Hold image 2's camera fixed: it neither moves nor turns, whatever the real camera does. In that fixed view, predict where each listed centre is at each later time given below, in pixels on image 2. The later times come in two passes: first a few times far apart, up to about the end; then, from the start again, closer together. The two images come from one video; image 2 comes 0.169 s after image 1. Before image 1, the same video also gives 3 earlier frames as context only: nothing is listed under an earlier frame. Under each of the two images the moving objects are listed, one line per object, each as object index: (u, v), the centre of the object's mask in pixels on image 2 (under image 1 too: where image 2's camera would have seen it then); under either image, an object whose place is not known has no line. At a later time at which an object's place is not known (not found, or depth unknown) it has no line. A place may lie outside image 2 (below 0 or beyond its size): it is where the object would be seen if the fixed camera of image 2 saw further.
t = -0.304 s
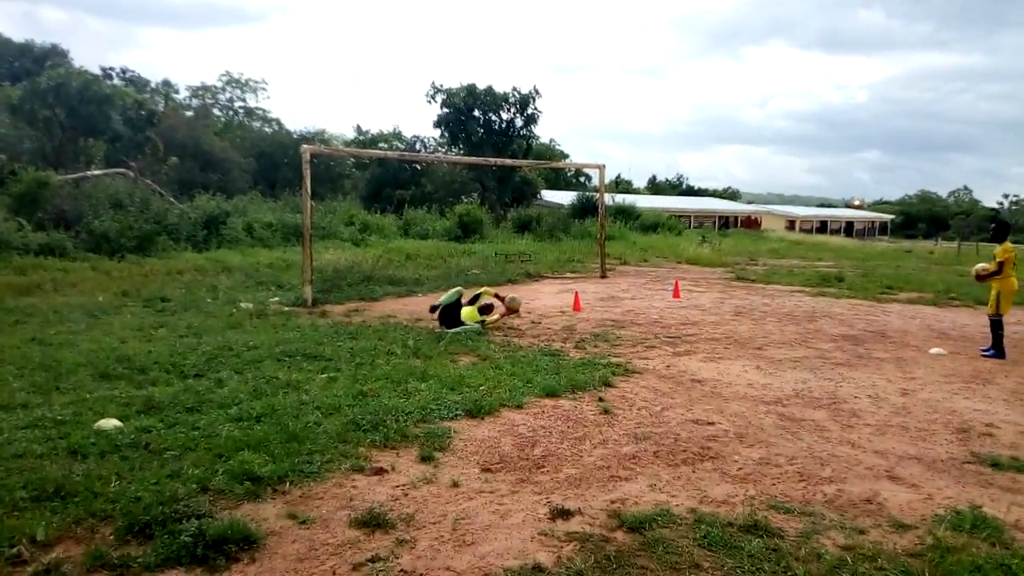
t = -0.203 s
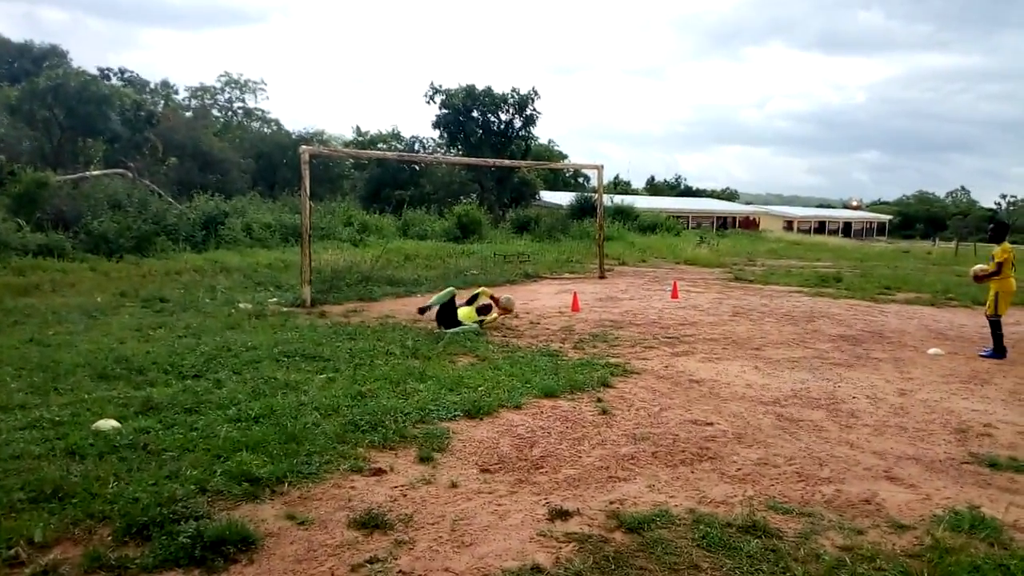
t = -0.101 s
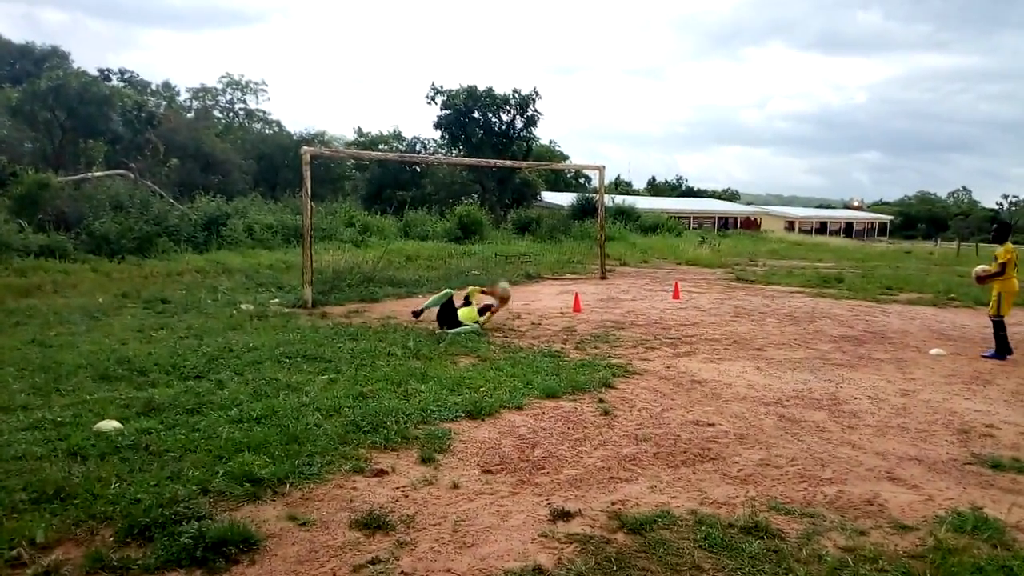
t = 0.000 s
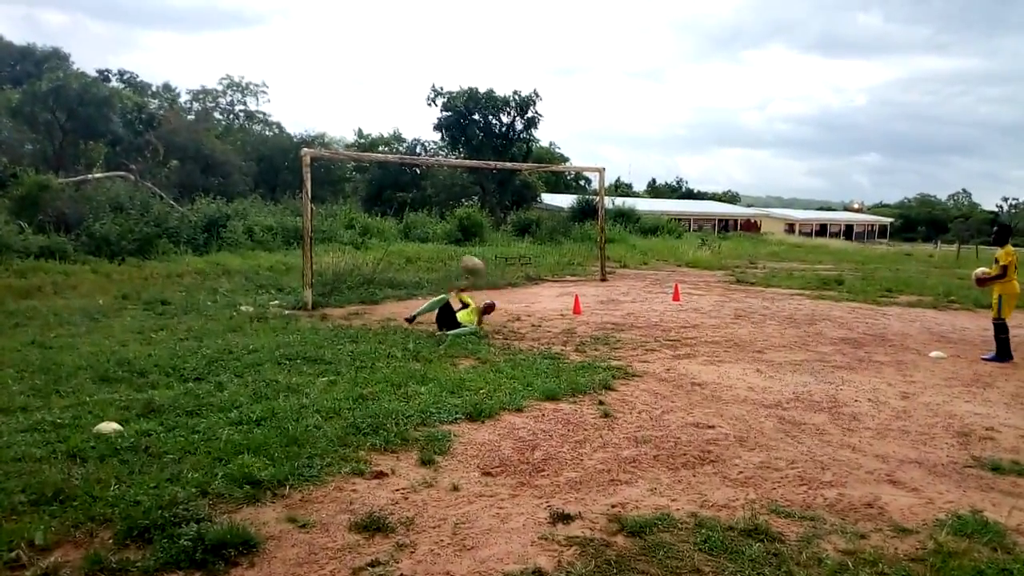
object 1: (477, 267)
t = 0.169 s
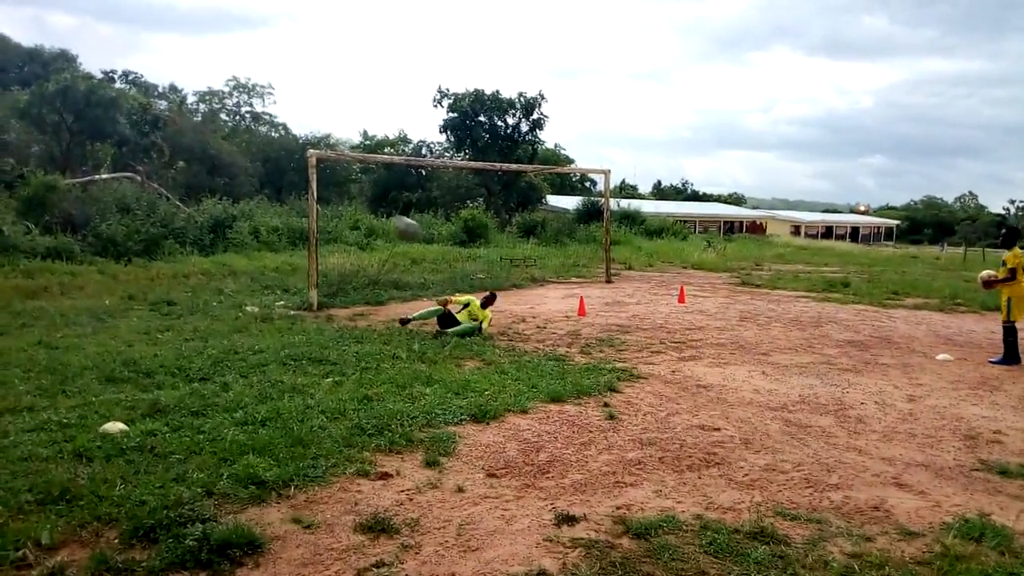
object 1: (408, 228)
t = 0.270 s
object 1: (348, 209)
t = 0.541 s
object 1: (114, 195)
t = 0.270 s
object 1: (348, 209)
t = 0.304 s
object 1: (324, 204)
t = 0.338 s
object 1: (300, 199)
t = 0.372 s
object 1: (275, 197)
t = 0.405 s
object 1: (250, 193)
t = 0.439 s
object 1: (219, 192)
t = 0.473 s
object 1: (188, 191)
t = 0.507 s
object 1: (152, 193)
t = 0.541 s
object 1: (114, 195)
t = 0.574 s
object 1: (74, 200)
